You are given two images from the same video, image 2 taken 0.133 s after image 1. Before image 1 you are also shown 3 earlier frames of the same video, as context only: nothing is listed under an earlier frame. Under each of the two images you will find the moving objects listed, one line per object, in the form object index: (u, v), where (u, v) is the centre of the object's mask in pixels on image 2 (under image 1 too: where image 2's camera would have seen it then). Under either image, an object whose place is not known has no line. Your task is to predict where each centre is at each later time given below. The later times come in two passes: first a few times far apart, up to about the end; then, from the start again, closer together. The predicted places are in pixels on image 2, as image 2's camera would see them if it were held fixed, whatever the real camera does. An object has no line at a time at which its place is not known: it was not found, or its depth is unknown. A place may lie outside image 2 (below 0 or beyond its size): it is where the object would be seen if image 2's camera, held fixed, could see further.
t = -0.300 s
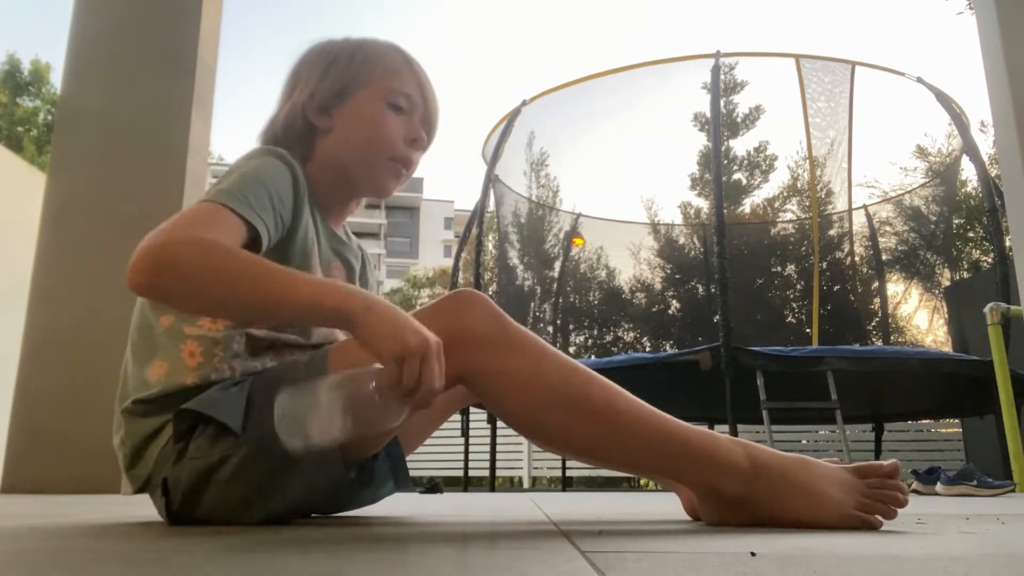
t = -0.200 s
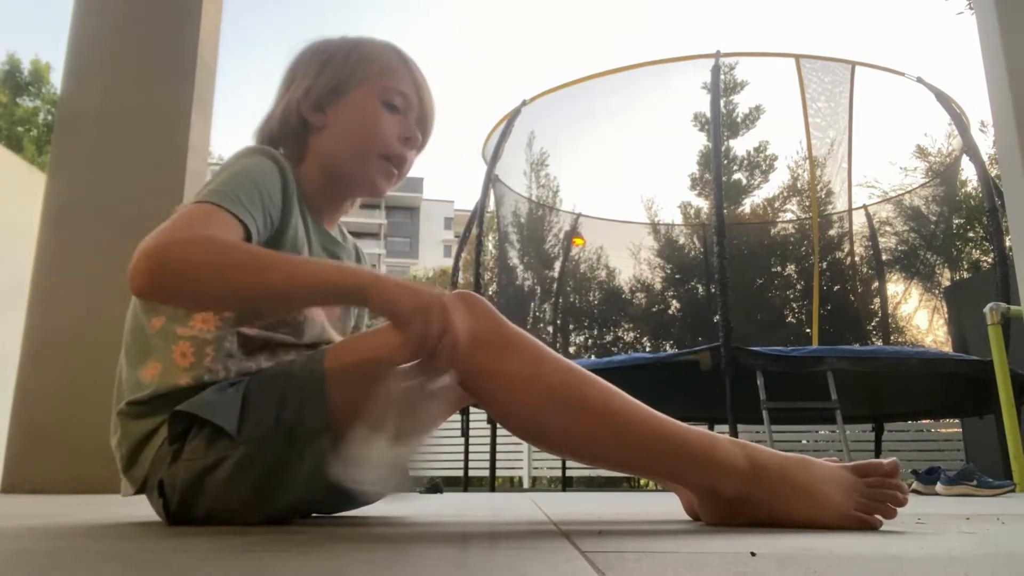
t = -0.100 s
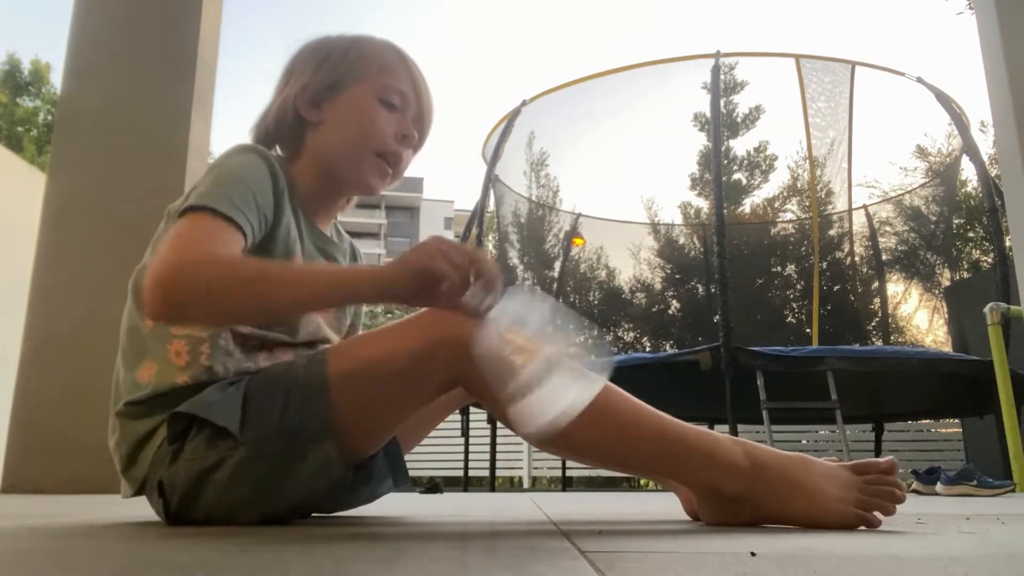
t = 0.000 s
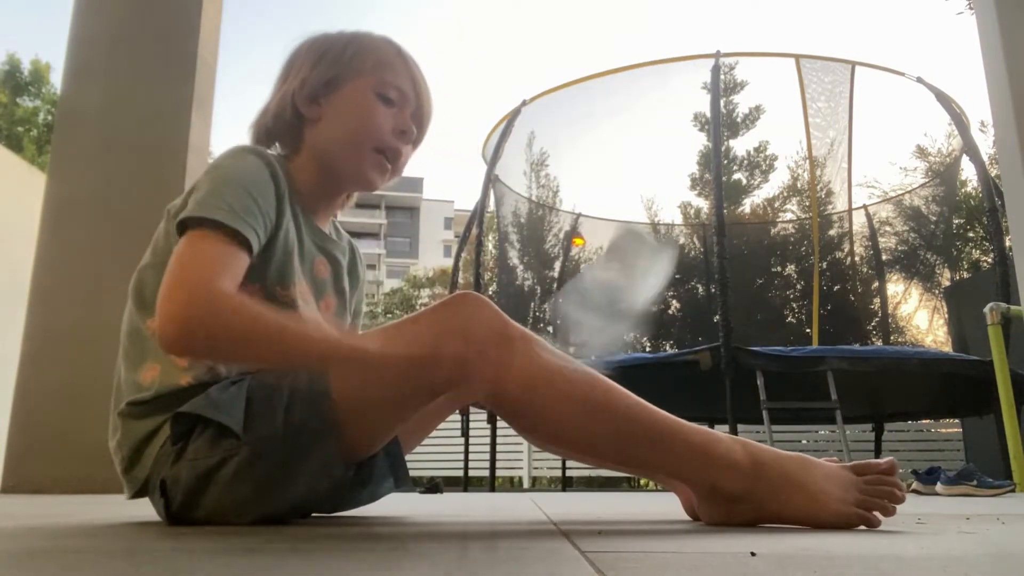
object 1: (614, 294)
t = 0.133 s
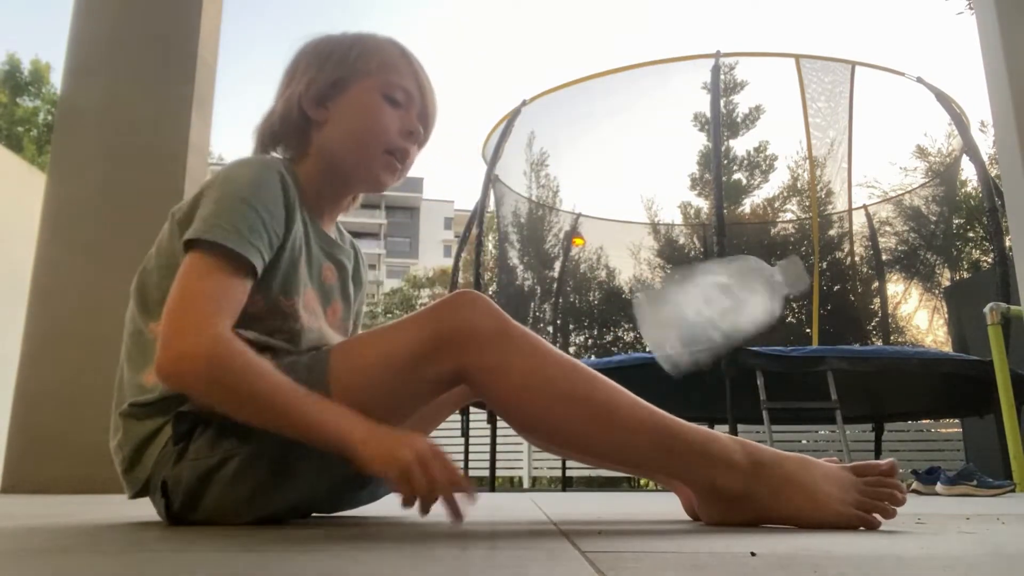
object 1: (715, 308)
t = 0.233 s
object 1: (770, 435)
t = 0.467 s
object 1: (795, 456)
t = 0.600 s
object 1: (790, 458)
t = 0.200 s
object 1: (748, 381)
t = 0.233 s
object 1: (770, 435)
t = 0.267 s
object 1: (777, 450)
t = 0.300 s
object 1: (787, 453)
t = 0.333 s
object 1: (794, 454)
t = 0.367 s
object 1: (799, 454)
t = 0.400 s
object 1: (801, 455)
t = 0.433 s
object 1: (799, 455)
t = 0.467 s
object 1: (795, 456)
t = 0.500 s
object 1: (793, 457)
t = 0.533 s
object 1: (793, 458)
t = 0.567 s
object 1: (791, 458)
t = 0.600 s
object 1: (790, 458)
